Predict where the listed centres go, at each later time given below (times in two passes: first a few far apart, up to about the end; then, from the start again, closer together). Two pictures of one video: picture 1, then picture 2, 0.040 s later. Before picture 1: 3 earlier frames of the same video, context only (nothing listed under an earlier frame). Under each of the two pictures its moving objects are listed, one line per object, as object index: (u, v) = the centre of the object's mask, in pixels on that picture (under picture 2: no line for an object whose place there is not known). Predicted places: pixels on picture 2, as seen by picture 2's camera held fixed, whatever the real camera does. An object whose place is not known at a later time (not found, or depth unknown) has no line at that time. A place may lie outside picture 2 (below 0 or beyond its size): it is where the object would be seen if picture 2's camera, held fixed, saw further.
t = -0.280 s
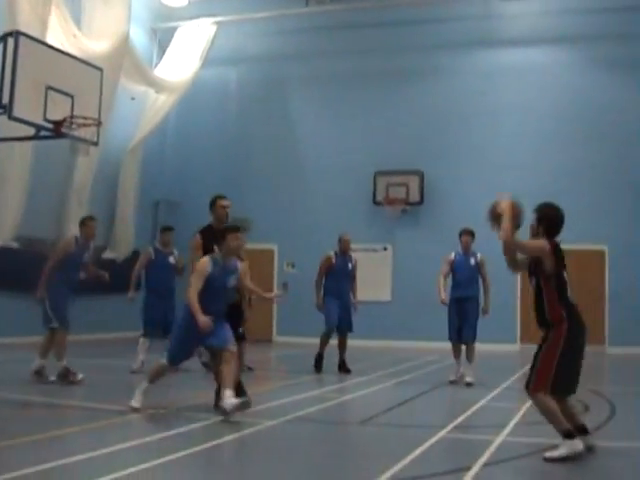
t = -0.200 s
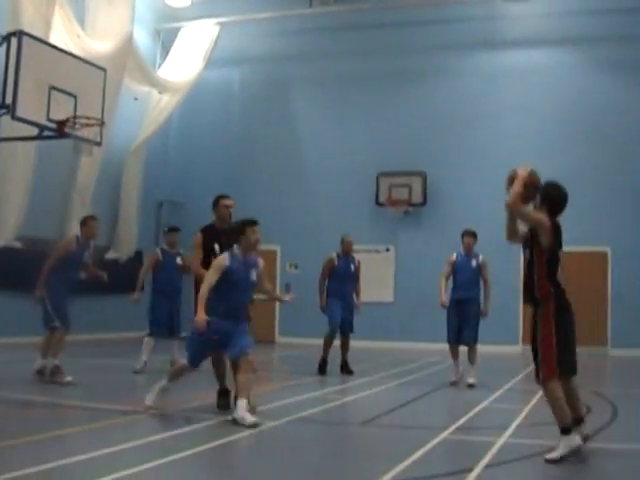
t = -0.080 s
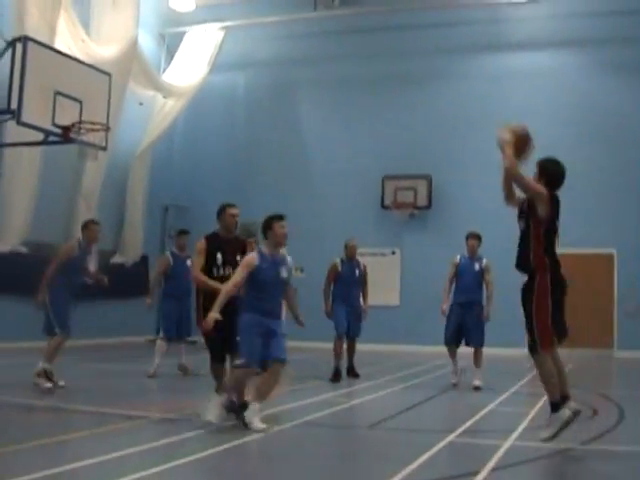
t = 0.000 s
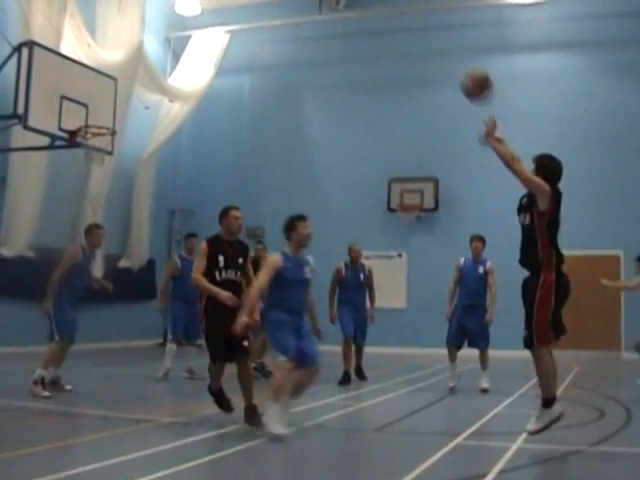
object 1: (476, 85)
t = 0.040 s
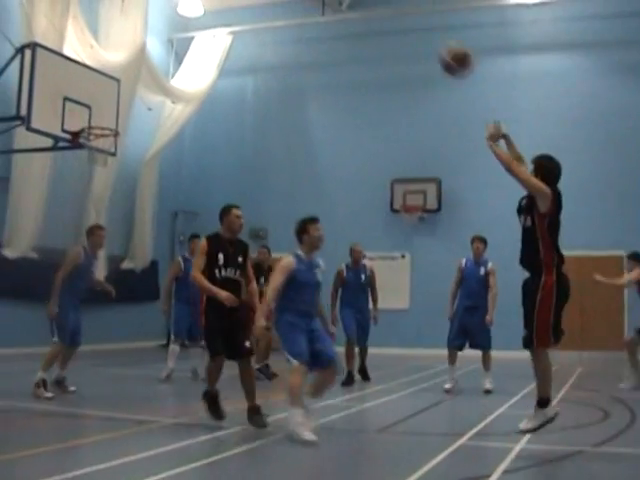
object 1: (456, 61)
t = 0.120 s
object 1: (412, 19)
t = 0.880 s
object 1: (147, 39)
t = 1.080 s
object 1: (100, 116)
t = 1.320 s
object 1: (110, 144)
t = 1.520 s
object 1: (101, 164)
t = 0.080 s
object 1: (432, 38)
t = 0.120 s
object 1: (412, 19)
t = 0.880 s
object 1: (147, 39)
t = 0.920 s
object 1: (137, 53)
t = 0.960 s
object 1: (127, 67)
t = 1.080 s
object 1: (100, 116)
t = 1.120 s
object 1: (94, 132)
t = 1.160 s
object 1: (103, 138)
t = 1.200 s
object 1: (111, 143)
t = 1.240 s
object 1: (111, 144)
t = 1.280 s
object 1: (111, 144)
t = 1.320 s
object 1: (110, 144)
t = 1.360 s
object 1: (109, 147)
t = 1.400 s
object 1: (107, 151)
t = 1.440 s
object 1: (105, 155)
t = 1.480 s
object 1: (103, 161)
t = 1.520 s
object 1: (101, 164)
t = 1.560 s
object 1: (98, 174)
